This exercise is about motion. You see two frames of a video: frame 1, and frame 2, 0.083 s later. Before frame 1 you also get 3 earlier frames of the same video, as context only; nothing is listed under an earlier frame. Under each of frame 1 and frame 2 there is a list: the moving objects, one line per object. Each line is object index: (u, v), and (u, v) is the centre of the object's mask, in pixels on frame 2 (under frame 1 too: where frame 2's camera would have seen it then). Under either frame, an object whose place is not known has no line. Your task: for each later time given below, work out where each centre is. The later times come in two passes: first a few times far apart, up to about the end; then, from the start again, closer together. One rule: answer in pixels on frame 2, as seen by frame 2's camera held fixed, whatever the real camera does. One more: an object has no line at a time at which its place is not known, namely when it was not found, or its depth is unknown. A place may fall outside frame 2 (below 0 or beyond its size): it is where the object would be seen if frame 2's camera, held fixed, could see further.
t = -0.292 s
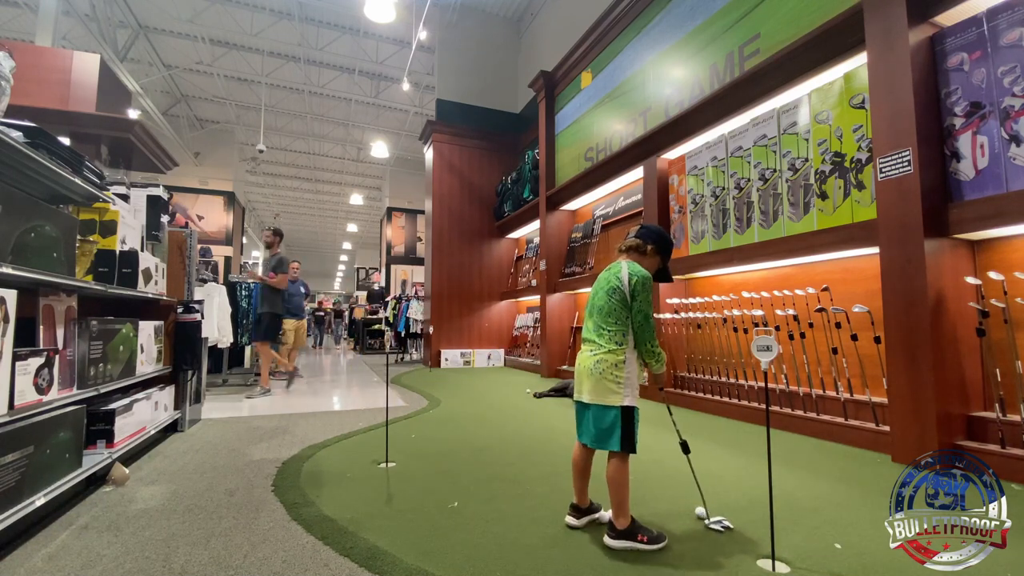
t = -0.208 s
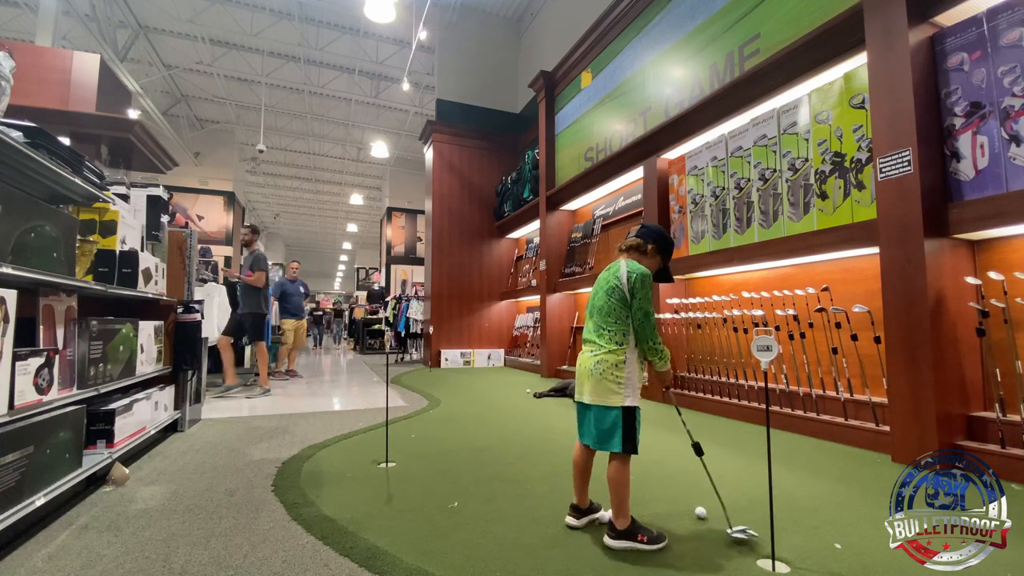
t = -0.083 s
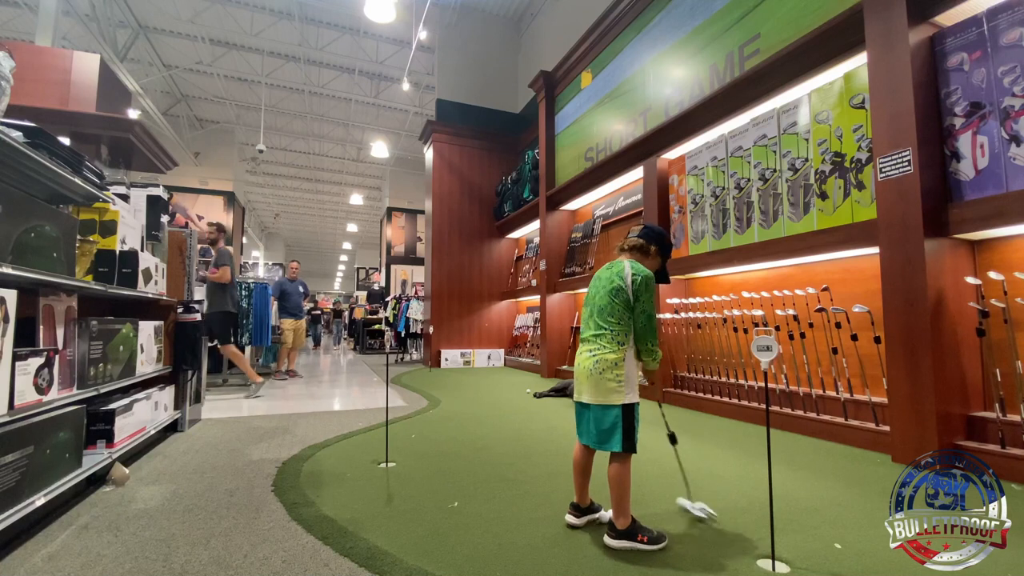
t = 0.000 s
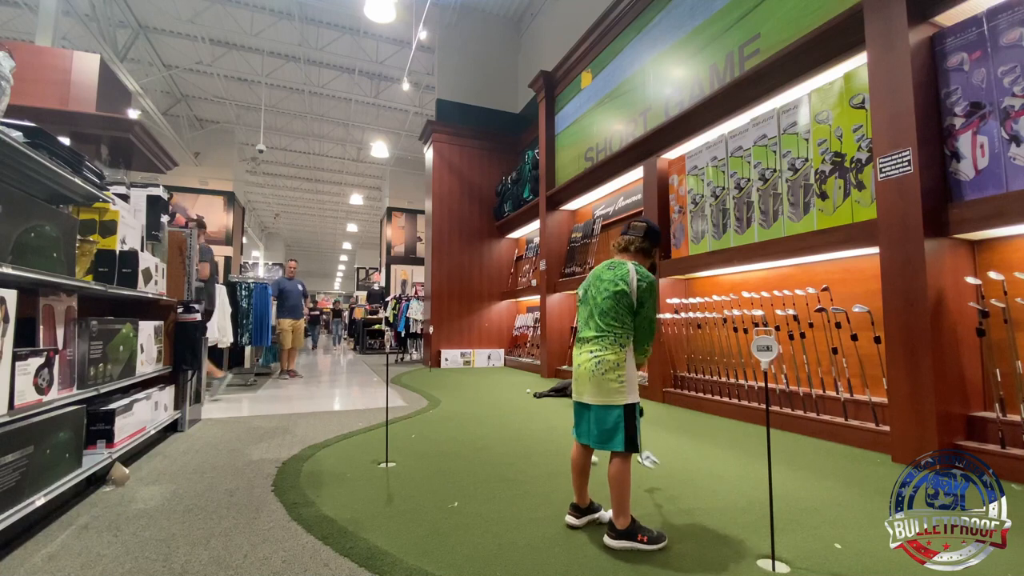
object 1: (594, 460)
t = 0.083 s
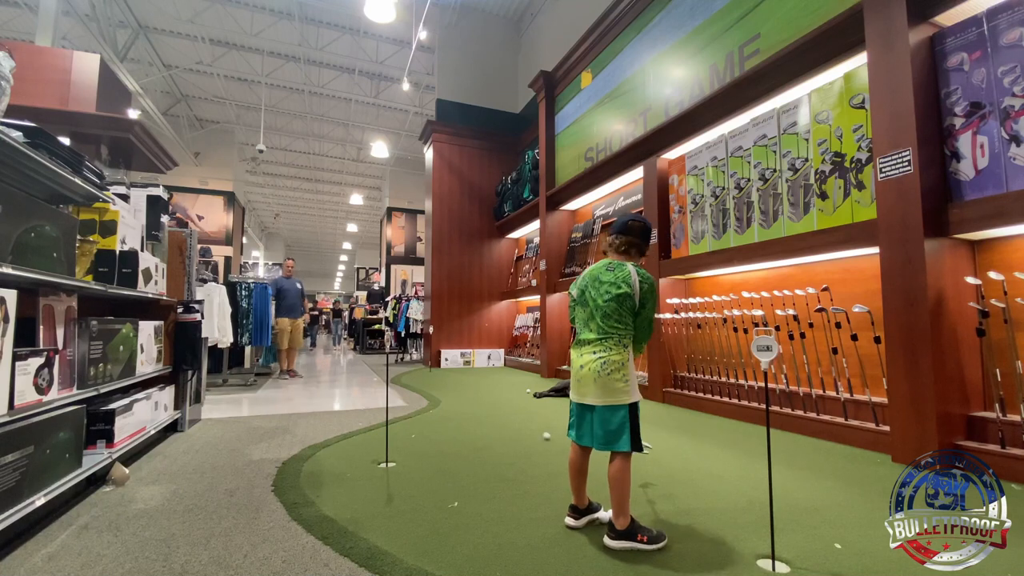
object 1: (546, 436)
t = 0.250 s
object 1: (492, 409)
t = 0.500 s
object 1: (451, 388)
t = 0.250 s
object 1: (492, 409)
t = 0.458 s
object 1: (456, 391)
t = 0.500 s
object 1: (451, 388)
